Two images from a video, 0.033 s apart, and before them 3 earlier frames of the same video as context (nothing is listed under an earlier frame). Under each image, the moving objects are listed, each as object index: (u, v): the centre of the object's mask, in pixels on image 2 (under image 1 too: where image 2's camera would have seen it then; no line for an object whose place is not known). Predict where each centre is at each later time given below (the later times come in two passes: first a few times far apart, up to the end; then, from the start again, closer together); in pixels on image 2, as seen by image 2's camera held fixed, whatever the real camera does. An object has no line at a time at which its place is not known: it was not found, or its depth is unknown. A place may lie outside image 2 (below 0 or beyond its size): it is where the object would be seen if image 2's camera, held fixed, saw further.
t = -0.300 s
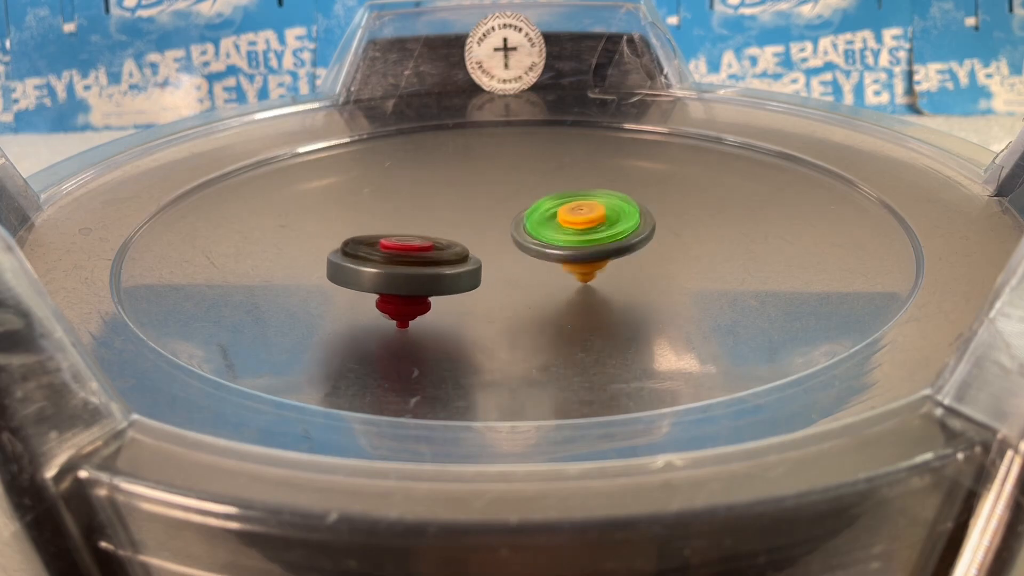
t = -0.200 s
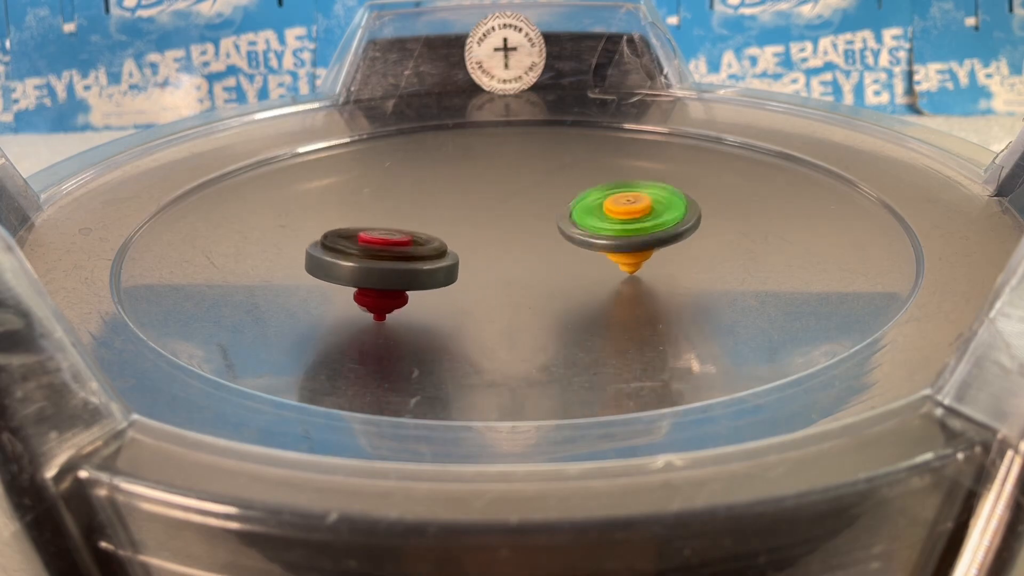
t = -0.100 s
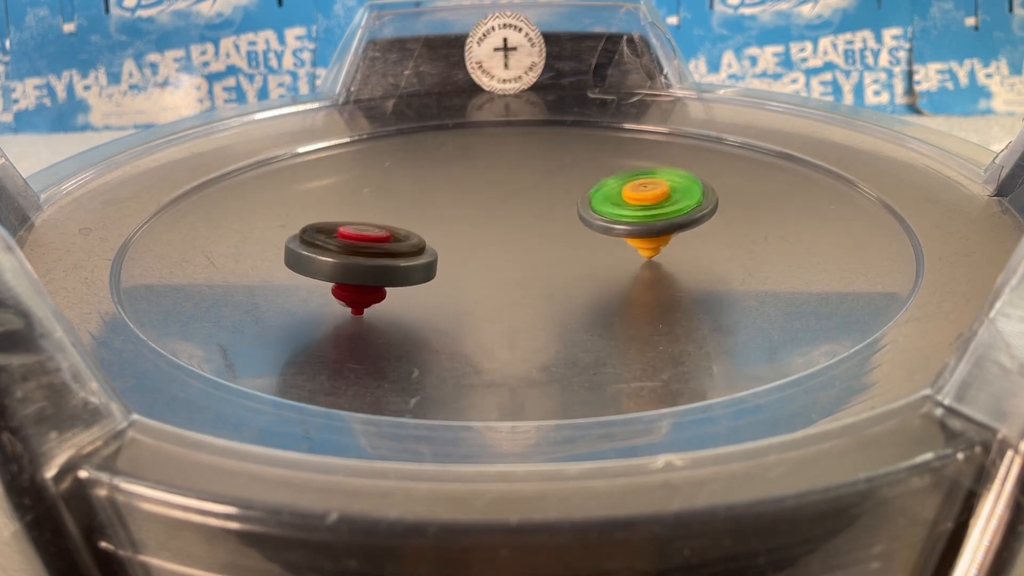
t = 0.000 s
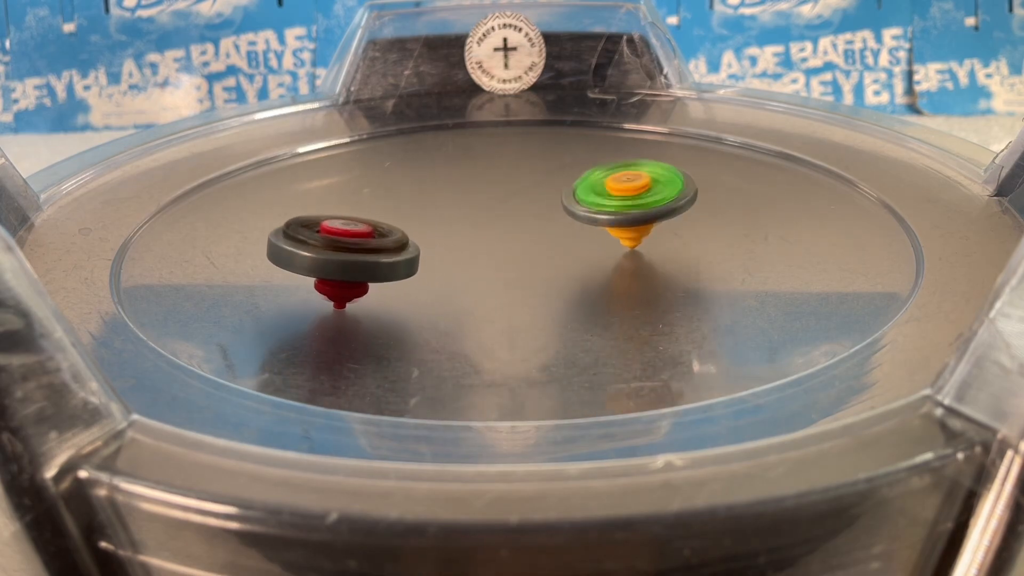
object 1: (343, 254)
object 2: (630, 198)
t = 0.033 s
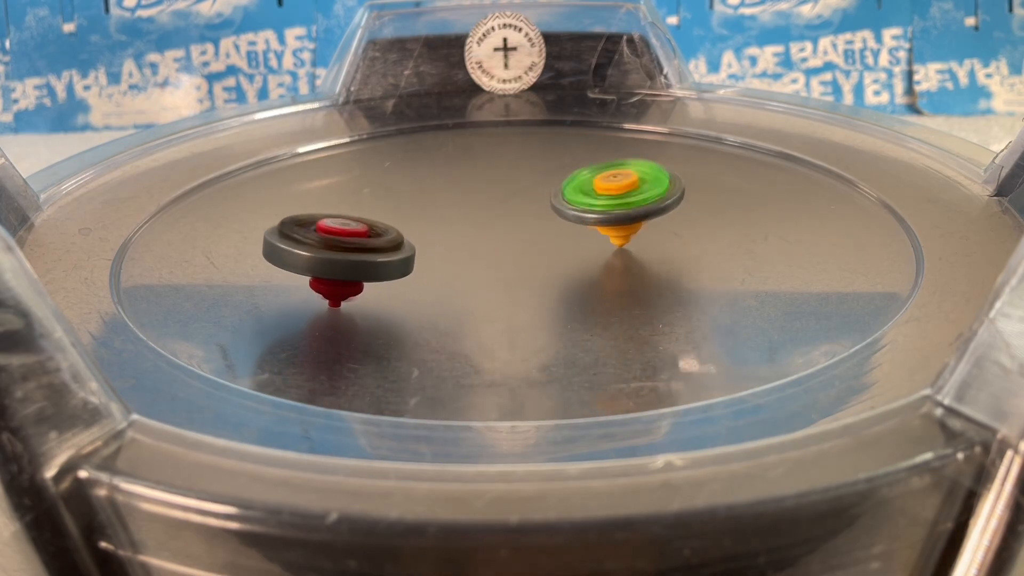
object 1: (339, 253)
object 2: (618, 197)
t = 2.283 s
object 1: (629, 201)
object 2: (492, 263)
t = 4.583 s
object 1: (385, 259)
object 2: (522, 229)
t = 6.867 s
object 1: (646, 222)
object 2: (496, 233)
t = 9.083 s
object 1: (399, 238)
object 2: (545, 234)
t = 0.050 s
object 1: (336, 252)
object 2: (611, 197)
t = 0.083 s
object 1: (333, 251)
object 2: (597, 198)
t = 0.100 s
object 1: (333, 250)
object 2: (591, 199)
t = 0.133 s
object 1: (331, 248)
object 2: (577, 202)
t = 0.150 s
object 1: (331, 248)
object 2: (572, 203)
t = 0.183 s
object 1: (331, 246)
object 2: (562, 208)
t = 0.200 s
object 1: (331, 245)
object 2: (557, 211)
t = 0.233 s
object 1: (331, 244)
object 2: (550, 216)
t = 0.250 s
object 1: (332, 243)
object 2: (547, 219)
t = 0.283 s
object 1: (334, 242)
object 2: (543, 225)
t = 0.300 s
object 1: (335, 241)
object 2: (542, 228)
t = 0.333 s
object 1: (338, 240)
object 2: (540, 233)
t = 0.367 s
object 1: (341, 239)
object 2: (542, 237)
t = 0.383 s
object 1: (343, 238)
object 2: (544, 239)
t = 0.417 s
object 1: (347, 237)
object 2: (549, 243)
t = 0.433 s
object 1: (350, 236)
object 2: (553, 244)
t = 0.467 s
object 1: (354, 235)
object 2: (561, 248)
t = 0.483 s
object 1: (357, 234)
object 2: (567, 249)
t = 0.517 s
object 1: (361, 232)
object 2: (578, 251)
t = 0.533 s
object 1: (363, 232)
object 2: (583, 252)
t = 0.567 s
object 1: (368, 230)
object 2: (595, 252)
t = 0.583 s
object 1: (371, 229)
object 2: (601, 252)
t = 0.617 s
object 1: (377, 227)
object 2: (611, 252)
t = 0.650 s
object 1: (381, 224)
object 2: (621, 250)
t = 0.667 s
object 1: (384, 223)
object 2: (625, 249)
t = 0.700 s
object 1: (389, 221)
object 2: (632, 246)
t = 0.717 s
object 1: (391, 220)
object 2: (635, 245)
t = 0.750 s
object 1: (396, 217)
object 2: (637, 242)
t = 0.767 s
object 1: (398, 216)
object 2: (637, 240)
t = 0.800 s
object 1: (403, 214)
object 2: (635, 236)
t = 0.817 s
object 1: (406, 213)
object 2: (631, 235)
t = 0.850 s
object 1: (411, 211)
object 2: (623, 232)
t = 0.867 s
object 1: (414, 210)
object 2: (618, 232)
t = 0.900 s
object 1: (419, 208)
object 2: (604, 232)
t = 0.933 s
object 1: (424, 205)
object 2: (589, 232)
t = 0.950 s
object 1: (426, 204)
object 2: (581, 233)
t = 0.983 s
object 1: (430, 201)
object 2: (564, 234)
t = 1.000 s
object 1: (432, 200)
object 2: (556, 235)
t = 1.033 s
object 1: (434, 198)
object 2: (542, 238)
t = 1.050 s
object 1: (436, 196)
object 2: (535, 239)
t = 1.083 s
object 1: (439, 194)
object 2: (524, 242)
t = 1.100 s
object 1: (440, 193)
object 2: (518, 245)
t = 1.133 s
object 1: (444, 191)
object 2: (508, 248)
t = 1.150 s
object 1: (446, 190)
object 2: (505, 250)
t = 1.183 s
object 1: (451, 189)
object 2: (501, 254)
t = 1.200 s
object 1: (453, 189)
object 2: (499, 257)
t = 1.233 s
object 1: (457, 189)
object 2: (500, 261)
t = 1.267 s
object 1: (462, 190)
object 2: (502, 265)
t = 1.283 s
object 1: (465, 189)
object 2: (504, 267)
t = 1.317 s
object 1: (470, 189)
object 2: (511, 270)
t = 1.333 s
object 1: (473, 188)
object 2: (514, 271)
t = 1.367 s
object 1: (478, 187)
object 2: (522, 273)
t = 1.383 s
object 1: (480, 187)
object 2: (527, 273)
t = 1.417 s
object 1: (485, 186)
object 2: (536, 274)
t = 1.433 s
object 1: (488, 186)
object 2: (541, 273)
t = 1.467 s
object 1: (493, 186)
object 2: (551, 272)
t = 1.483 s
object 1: (496, 186)
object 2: (555, 271)
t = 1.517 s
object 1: (502, 186)
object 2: (561, 267)
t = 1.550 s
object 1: (508, 186)
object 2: (564, 263)
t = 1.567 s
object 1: (511, 185)
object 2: (564, 262)
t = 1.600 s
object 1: (517, 185)
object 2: (560, 257)
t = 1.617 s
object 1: (519, 184)
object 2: (558, 254)
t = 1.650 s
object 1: (525, 183)
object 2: (551, 251)
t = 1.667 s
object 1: (528, 182)
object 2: (546, 249)
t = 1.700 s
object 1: (533, 181)
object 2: (535, 245)
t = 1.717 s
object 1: (536, 181)
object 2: (529, 244)
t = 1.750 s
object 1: (545, 181)
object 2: (516, 242)
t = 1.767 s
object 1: (548, 182)
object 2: (509, 241)
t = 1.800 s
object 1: (555, 184)
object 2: (497, 241)
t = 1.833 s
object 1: (561, 186)
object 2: (483, 241)
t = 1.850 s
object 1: (564, 187)
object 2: (477, 240)
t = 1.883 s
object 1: (568, 189)
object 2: (466, 242)
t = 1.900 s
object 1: (570, 189)
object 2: (459, 242)
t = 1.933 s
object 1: (576, 190)
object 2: (448, 243)
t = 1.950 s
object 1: (578, 190)
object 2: (444, 244)
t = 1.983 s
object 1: (583, 191)
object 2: (437, 247)
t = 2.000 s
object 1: (585, 191)
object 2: (433, 248)
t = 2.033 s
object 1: (590, 192)
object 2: (430, 251)
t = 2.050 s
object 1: (593, 193)
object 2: (430, 253)
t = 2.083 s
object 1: (598, 194)
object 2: (431, 256)
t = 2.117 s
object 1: (604, 195)
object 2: (436, 259)
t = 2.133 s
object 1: (607, 196)
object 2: (441, 260)
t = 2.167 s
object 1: (613, 197)
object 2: (450, 263)
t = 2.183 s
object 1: (615, 197)
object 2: (456, 264)
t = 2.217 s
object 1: (621, 198)
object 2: (469, 264)
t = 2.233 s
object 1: (623, 199)
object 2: (476, 265)
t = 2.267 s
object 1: (627, 200)
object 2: (487, 264)
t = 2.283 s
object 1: (629, 201)
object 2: (492, 263)
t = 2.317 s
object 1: (634, 203)
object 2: (500, 259)
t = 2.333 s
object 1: (636, 203)
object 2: (503, 257)
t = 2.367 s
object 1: (640, 205)
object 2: (508, 252)
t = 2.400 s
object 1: (643, 206)
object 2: (513, 246)
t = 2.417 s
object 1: (645, 207)
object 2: (514, 244)
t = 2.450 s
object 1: (648, 209)
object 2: (513, 238)
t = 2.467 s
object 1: (649, 210)
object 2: (512, 235)
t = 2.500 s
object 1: (651, 212)
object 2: (508, 231)
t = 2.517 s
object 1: (652, 213)
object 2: (504, 228)
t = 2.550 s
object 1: (655, 215)
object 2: (495, 224)
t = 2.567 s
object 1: (656, 216)
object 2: (490, 223)
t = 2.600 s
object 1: (659, 218)
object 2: (479, 221)
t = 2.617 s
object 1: (661, 219)
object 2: (473, 220)
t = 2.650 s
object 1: (664, 221)
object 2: (461, 218)
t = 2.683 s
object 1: (666, 223)
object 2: (449, 217)
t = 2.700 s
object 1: (667, 224)
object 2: (443, 217)
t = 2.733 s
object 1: (668, 227)
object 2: (432, 218)
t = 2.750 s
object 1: (669, 228)
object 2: (428, 218)
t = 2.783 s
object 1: (669, 230)
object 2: (421, 221)
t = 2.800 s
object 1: (669, 231)
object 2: (418, 223)
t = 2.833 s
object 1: (669, 234)
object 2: (416, 227)
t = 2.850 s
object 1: (669, 235)
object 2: (418, 229)
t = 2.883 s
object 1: (669, 237)
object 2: (424, 233)
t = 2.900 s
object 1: (669, 238)
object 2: (429, 235)
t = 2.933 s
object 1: (668, 240)
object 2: (440, 238)
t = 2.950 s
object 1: (667, 242)
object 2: (446, 239)
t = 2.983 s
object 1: (666, 244)
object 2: (457, 241)
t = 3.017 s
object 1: (664, 246)
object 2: (466, 241)
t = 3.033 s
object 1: (664, 248)
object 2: (470, 241)
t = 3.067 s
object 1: (662, 250)
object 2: (481, 239)
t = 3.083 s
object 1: (661, 251)
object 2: (487, 239)
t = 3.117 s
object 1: (659, 253)
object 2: (501, 236)
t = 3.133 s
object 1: (657, 255)
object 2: (507, 234)
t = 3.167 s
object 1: (654, 257)
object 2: (519, 230)
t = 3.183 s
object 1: (652, 257)
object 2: (523, 228)
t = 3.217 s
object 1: (647, 260)
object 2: (527, 223)
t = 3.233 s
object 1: (645, 261)
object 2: (527, 221)
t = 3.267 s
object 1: (640, 263)
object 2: (526, 217)
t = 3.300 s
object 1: (636, 266)
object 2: (522, 213)
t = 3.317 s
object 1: (633, 267)
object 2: (518, 211)
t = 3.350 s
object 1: (629, 269)
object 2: (511, 207)
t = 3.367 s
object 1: (626, 270)
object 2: (508, 205)
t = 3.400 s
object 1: (621, 271)
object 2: (499, 204)
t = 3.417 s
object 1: (618, 272)
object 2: (495, 203)
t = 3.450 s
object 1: (611, 274)
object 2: (489, 204)
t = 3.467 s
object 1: (608, 275)
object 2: (486, 204)
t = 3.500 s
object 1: (601, 277)
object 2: (484, 207)
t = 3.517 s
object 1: (598, 278)
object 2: (484, 208)
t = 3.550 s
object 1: (591, 279)
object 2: (484, 212)
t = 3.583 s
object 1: (584, 280)
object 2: (487, 215)
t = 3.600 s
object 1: (581, 281)
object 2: (489, 217)
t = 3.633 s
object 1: (572, 282)
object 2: (491, 221)
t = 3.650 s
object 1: (569, 283)
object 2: (492, 221)
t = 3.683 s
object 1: (561, 284)
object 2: (494, 223)
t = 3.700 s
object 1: (557, 284)
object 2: (495, 223)
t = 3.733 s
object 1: (550, 285)
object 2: (496, 224)
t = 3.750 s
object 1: (546, 286)
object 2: (497, 225)
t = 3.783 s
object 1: (537, 286)
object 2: (500, 224)
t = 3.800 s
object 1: (532, 287)
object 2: (503, 224)
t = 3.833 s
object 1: (524, 287)
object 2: (513, 223)
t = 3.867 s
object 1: (515, 286)
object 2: (526, 222)
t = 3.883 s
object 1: (510, 286)
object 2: (532, 221)
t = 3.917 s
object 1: (502, 286)
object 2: (544, 221)
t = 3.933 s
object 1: (497, 286)
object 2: (548, 220)
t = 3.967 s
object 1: (490, 285)
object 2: (551, 220)
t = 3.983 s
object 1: (486, 285)
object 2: (551, 219)
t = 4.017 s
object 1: (479, 285)
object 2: (552, 218)
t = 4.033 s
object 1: (475, 284)
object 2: (552, 217)
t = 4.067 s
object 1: (468, 283)
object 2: (555, 214)
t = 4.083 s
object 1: (465, 283)
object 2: (555, 213)
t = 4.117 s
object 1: (457, 282)
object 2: (554, 212)
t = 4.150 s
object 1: (450, 281)
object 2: (553, 211)
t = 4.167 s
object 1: (446, 280)
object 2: (552, 212)
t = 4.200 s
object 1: (439, 279)
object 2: (550, 213)
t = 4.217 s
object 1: (436, 278)
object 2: (549, 214)
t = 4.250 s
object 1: (430, 277)
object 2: (546, 215)
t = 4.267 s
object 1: (426, 276)
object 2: (544, 217)
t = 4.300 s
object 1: (421, 275)
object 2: (541, 218)
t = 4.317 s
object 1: (418, 274)
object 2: (539, 220)
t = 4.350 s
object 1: (413, 272)
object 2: (534, 222)
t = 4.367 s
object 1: (410, 271)
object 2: (533, 222)
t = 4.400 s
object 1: (405, 269)
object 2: (530, 224)
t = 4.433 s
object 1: (401, 267)
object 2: (527, 225)
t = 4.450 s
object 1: (399, 267)
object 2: (526, 226)
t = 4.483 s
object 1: (394, 265)
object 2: (524, 227)
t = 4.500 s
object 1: (393, 264)
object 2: (523, 228)
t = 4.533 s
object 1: (389, 262)
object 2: (522, 228)
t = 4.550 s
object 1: (388, 261)
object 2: (522, 228)
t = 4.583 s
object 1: (385, 259)
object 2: (522, 229)
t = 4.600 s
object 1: (384, 258)
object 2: (522, 229)
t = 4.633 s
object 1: (382, 256)
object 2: (523, 230)
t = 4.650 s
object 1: (381, 255)
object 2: (524, 230)
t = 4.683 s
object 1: (380, 252)
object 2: (525, 230)
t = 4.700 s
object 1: (379, 251)
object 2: (526, 230)
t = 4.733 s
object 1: (378, 249)
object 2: (527, 231)
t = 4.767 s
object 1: (377, 247)
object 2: (528, 231)
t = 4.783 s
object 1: (377, 246)
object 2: (529, 231)
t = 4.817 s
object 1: (378, 244)
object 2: (531, 231)
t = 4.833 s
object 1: (378, 243)
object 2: (531, 231)
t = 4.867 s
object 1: (379, 240)
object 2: (532, 231)
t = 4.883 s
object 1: (380, 239)
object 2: (533, 231)
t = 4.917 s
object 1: (381, 237)
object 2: (534, 232)
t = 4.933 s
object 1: (382, 236)
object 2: (534, 231)
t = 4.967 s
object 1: (384, 233)
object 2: (535, 232)
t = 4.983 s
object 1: (384, 233)
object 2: (536, 232)
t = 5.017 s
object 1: (386, 230)
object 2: (536, 232)
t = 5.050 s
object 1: (389, 228)
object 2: (536, 233)
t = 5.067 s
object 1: (390, 227)
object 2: (536, 233)
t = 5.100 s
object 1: (393, 225)
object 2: (537, 233)
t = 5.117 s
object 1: (395, 224)
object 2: (538, 233)
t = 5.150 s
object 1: (398, 222)
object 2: (538, 234)
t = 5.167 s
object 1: (400, 221)
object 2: (538, 234)
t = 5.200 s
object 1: (404, 219)
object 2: (539, 234)
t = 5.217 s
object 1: (405, 218)
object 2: (539, 234)
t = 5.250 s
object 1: (409, 216)
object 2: (539, 235)
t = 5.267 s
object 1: (410, 215)
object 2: (540, 235)
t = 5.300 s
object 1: (414, 213)
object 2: (539, 235)
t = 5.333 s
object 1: (417, 211)
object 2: (539, 236)
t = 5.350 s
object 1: (419, 210)
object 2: (539, 236)
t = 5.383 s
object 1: (423, 208)
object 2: (538, 236)
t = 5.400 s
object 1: (425, 207)
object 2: (539, 236)
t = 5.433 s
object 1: (429, 205)
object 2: (538, 237)
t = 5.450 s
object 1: (431, 204)
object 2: (537, 237)
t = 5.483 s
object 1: (435, 202)
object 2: (536, 238)
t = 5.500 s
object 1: (437, 201)
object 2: (535, 238)
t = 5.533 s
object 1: (441, 199)
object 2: (535, 239)
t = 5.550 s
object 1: (444, 198)
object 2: (535, 239)
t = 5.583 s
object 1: (449, 196)
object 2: (534, 239)
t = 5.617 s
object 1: (454, 194)
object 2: (533, 240)
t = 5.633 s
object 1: (457, 193)
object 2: (532, 240)
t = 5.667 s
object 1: (462, 192)
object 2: (530, 241)
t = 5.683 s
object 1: (465, 191)
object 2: (530, 241)
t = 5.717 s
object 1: (470, 189)
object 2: (529, 241)
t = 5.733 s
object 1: (473, 189)
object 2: (528, 241)
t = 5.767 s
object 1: (480, 188)
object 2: (528, 241)
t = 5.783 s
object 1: (482, 187)
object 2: (527, 242)
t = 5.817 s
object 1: (488, 186)
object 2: (525, 242)
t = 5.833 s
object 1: (492, 185)
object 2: (525, 242)
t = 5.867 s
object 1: (498, 185)
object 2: (524, 242)
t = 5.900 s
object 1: (505, 184)
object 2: (523, 242)
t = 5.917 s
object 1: (508, 184)
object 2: (522, 242)
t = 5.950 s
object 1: (515, 184)
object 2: (522, 242)
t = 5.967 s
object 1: (519, 183)
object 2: (521, 242)
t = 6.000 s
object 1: (526, 183)
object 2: (520, 242)
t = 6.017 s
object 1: (529, 183)
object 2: (519, 243)
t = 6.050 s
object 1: (535, 184)
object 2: (519, 242)
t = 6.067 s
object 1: (539, 184)
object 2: (518, 242)
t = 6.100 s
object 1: (545, 184)
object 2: (517, 242)
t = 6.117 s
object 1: (548, 185)
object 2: (517, 242)
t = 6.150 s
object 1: (554, 186)
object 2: (515, 242)
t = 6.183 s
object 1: (561, 187)
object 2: (513, 242)
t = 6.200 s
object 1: (564, 187)
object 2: (512, 242)
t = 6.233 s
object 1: (570, 188)
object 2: (511, 242)
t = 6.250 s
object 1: (572, 189)
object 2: (510, 242)
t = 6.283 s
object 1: (578, 190)
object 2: (509, 241)
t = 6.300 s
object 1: (581, 191)
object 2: (508, 241)
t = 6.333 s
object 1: (586, 193)
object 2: (507, 241)
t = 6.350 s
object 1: (589, 193)
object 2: (506, 241)
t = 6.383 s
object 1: (593, 195)
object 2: (506, 241)
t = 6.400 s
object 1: (596, 195)
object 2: (505, 240)
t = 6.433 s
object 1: (600, 197)
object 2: (504, 240)
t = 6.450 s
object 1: (602, 198)
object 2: (504, 240)
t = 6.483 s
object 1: (607, 200)
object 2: (504, 239)
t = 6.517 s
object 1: (611, 201)
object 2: (503, 239)
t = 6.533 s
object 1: (613, 202)
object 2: (503, 239)
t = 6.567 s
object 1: (616, 204)
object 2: (502, 239)
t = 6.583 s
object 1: (618, 205)
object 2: (501, 238)
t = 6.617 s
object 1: (621, 207)
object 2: (501, 238)
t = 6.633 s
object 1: (623, 208)
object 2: (501, 237)
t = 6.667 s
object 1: (626, 210)
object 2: (501, 237)
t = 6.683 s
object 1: (627, 211)
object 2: (501, 237)
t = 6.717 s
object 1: (630, 213)
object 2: (501, 236)
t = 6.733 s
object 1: (632, 214)
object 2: (501, 236)
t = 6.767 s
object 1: (634, 216)
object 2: (501, 235)
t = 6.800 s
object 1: (637, 218)
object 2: (501, 235)
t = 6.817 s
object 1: (638, 219)
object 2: (501, 234)
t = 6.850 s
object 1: (642, 221)
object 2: (499, 234)
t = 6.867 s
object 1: (646, 222)
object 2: (496, 233)
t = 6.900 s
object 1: (650, 223)
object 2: (491, 233)
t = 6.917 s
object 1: (651, 225)
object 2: (489, 233)
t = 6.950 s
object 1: (653, 226)
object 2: (488, 232)
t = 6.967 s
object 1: (654, 227)
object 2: (488, 232)
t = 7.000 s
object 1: (655, 229)
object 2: (489, 232)
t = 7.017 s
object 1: (656, 230)
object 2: (489, 232)
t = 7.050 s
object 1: (657, 233)
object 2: (491, 232)
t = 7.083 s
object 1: (657, 235)
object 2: (493, 232)
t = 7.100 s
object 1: (657, 236)
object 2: (494, 232)
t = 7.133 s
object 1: (656, 238)
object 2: (497, 232)
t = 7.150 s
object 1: (656, 239)
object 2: (499, 232)
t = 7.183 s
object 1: (655, 242)
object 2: (502, 232)
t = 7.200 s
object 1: (654, 243)
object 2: (503, 232)
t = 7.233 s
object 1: (653, 245)
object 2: (505, 232)
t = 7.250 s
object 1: (652, 247)
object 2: (506, 232)
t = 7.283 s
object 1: (650, 249)
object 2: (508, 232)
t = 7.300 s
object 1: (648, 250)
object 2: (509, 232)
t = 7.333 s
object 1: (646, 252)
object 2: (510, 231)
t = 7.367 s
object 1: (643, 255)
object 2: (511, 231)
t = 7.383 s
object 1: (641, 256)
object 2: (512, 230)
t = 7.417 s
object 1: (637, 258)
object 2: (512, 230)
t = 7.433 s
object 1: (635, 259)
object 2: (512, 229)
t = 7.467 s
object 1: (631, 261)
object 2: (513, 229)
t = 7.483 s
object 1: (628, 263)
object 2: (513, 229)
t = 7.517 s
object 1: (623, 265)
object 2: (514, 228)
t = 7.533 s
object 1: (621, 266)
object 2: (514, 228)
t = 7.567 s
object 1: (615, 268)
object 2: (514, 228)
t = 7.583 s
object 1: (612, 269)
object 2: (515, 228)
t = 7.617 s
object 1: (606, 271)
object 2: (515, 227)
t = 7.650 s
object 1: (600, 273)
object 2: (516, 226)
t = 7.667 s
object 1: (597, 274)
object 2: (516, 225)
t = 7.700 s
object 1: (590, 275)
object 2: (516, 224)
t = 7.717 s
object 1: (587, 276)
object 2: (517, 224)
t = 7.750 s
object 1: (579, 278)
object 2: (517, 223)
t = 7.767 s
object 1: (575, 279)
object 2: (517, 222)
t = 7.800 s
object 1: (567, 280)
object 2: (518, 222)
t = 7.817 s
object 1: (563, 281)
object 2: (518, 222)
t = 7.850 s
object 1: (555, 281)
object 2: (519, 221)
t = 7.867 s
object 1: (551, 282)
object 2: (520, 221)
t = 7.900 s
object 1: (542, 282)
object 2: (520, 220)
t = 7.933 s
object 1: (534, 283)
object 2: (521, 220)
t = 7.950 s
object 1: (530, 283)
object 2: (521, 220)
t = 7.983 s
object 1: (522, 284)
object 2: (522, 220)
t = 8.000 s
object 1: (517, 285)
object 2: (523, 219)
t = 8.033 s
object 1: (508, 286)
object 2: (525, 218)
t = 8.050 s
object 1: (504, 286)
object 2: (525, 218)
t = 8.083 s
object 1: (496, 285)
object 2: (525, 218)
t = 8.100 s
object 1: (492, 285)
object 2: (525, 218)
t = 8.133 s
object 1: (485, 285)
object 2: (525, 218)
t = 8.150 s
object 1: (481, 285)
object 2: (525, 218)
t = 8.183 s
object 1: (474, 284)
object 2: (524, 220)
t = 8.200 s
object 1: (470, 284)
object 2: (524, 220)
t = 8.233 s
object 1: (463, 283)
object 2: (524, 222)
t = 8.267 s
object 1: (456, 282)
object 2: (524, 223)
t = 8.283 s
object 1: (452, 282)
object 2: (524, 225)
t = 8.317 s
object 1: (446, 280)
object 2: (525, 226)
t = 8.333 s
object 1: (443, 280)
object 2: (525, 227)
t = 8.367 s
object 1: (431, 280)
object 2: (529, 228)
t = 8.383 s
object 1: (425, 280)
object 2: (533, 227)
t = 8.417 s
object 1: (417, 279)
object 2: (540, 224)
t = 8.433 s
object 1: (414, 279)
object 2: (542, 224)
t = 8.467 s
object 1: (408, 278)
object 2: (547, 222)
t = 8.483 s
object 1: (406, 277)
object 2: (548, 222)
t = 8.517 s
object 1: (401, 275)
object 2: (549, 221)
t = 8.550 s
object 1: (398, 274)
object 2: (550, 222)
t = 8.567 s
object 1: (396, 273)
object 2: (550, 222)
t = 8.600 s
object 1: (393, 271)
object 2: (549, 222)
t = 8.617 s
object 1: (392, 270)
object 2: (549, 222)
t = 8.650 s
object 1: (390, 268)
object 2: (548, 223)
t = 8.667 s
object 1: (389, 267)
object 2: (548, 224)
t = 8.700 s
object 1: (388, 265)
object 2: (547, 225)
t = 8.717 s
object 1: (387, 264)
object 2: (547, 225)
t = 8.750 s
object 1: (386, 262)
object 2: (546, 226)
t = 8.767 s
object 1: (385, 261)
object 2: (546, 226)
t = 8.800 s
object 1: (385, 258)
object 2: (546, 227)
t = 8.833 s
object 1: (385, 256)
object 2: (545, 228)
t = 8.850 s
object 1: (386, 255)
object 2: (545, 229)
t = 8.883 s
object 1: (387, 253)
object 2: (545, 230)
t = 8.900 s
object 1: (387, 251)
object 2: (544, 230)
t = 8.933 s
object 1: (389, 249)
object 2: (544, 231)
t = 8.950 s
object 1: (389, 248)
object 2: (544, 231)
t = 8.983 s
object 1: (391, 245)
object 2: (544, 232)
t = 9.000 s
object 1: (392, 244)
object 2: (544, 232)
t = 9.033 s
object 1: (395, 242)
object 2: (544, 233)
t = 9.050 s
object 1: (396, 240)
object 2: (545, 233)
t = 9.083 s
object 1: (399, 238)
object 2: (545, 234)
